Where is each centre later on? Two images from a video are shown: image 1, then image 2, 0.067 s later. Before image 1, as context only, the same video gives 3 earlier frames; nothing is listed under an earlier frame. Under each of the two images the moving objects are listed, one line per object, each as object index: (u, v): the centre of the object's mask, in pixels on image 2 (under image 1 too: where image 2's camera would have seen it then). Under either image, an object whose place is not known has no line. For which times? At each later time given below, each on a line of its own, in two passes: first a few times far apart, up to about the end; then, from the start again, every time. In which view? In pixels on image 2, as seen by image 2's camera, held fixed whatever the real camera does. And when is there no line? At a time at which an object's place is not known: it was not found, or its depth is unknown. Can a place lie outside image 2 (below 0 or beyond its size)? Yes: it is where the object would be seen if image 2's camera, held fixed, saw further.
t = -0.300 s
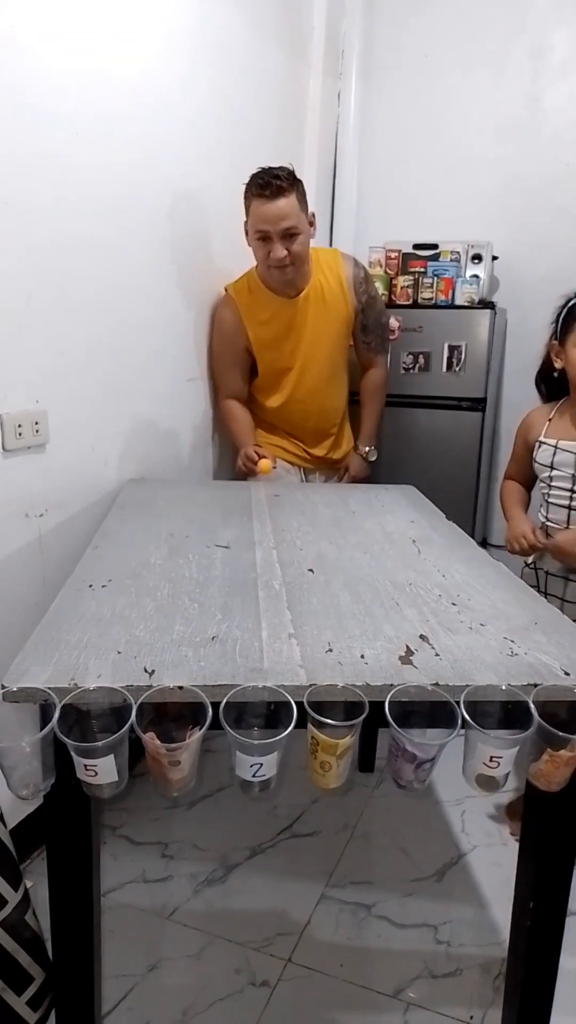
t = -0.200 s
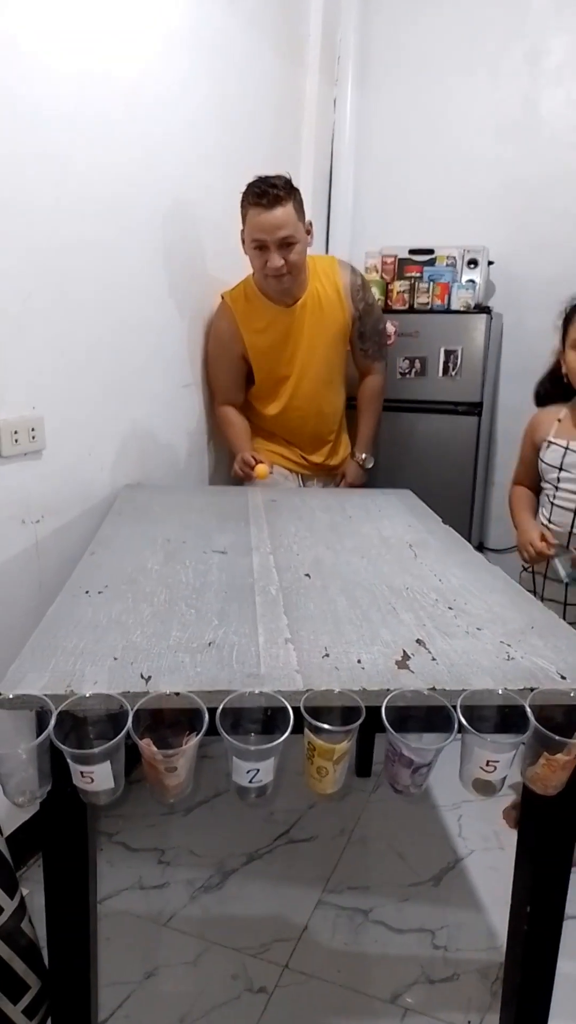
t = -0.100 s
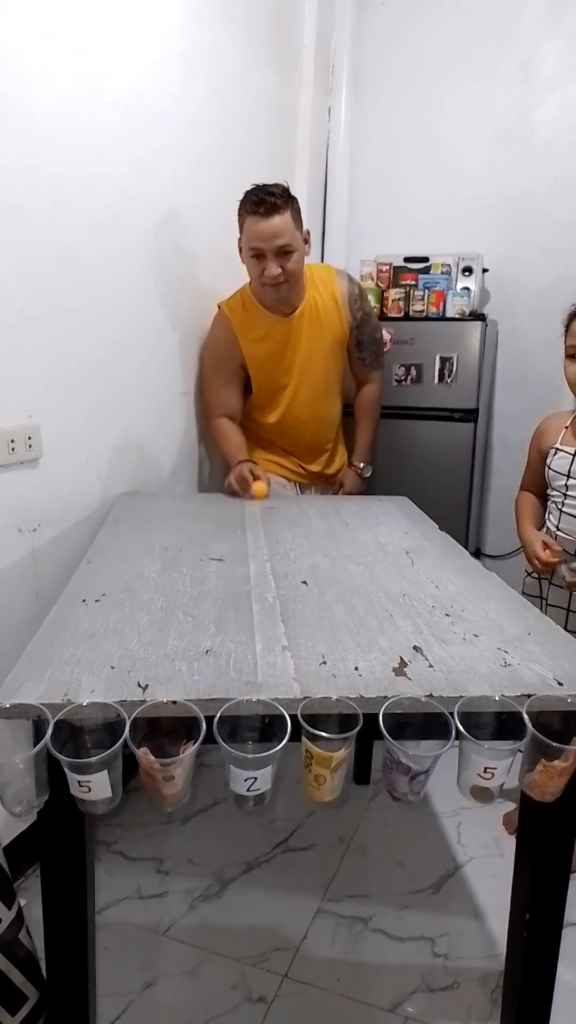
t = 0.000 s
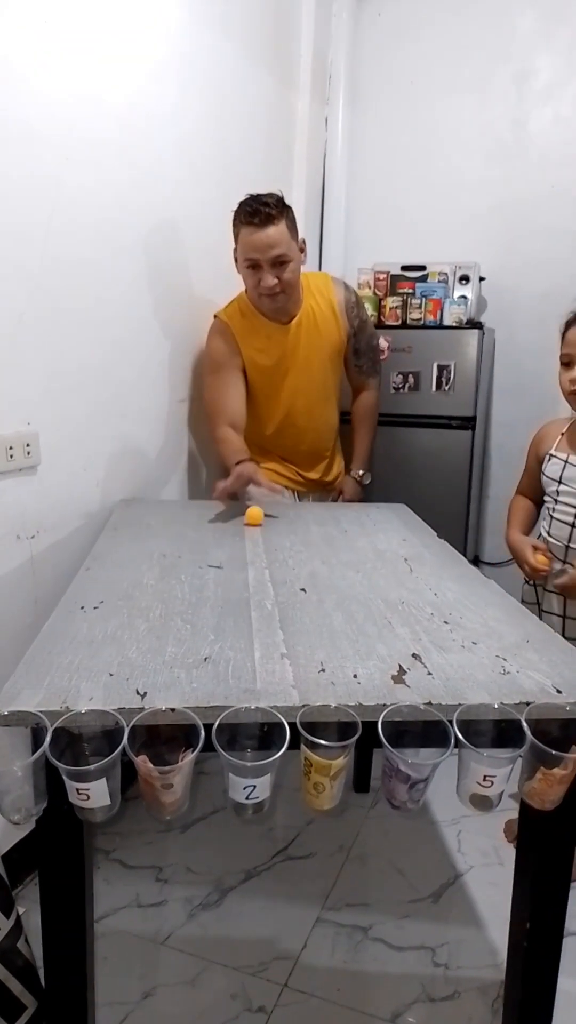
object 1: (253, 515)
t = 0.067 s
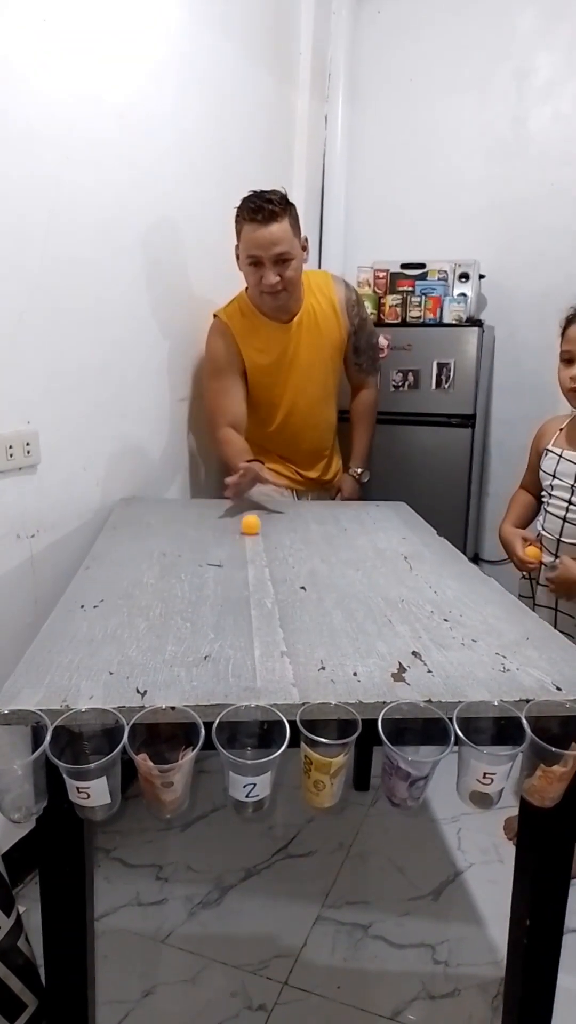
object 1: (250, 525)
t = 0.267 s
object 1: (231, 555)
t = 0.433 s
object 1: (220, 582)
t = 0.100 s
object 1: (249, 528)
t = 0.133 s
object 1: (246, 533)
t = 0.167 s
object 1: (243, 539)
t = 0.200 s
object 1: (239, 544)
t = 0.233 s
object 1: (235, 550)
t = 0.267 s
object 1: (231, 555)
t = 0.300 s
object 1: (229, 561)
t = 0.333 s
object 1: (227, 567)
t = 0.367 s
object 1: (225, 573)
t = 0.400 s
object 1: (221, 579)
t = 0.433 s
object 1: (220, 582)
